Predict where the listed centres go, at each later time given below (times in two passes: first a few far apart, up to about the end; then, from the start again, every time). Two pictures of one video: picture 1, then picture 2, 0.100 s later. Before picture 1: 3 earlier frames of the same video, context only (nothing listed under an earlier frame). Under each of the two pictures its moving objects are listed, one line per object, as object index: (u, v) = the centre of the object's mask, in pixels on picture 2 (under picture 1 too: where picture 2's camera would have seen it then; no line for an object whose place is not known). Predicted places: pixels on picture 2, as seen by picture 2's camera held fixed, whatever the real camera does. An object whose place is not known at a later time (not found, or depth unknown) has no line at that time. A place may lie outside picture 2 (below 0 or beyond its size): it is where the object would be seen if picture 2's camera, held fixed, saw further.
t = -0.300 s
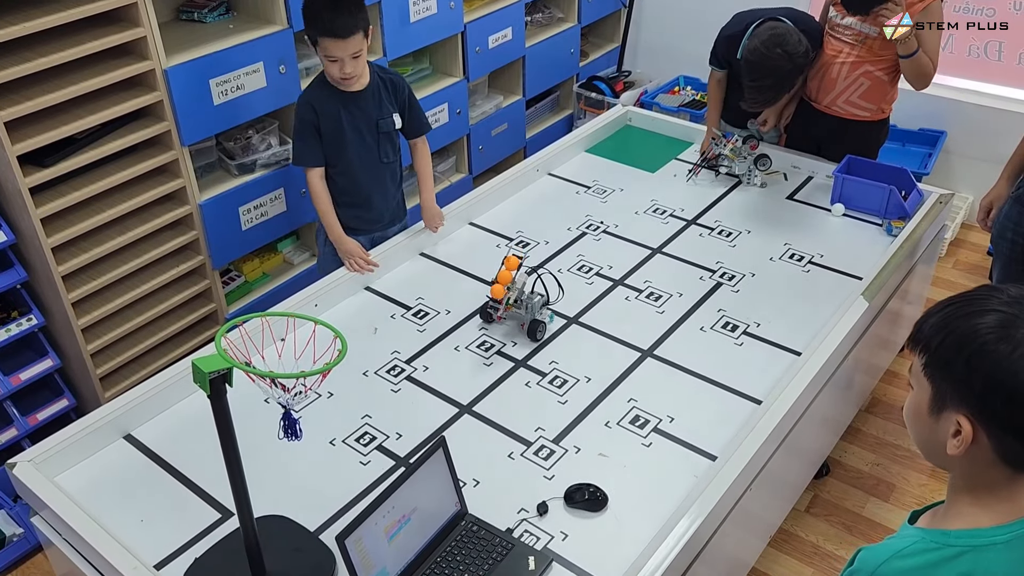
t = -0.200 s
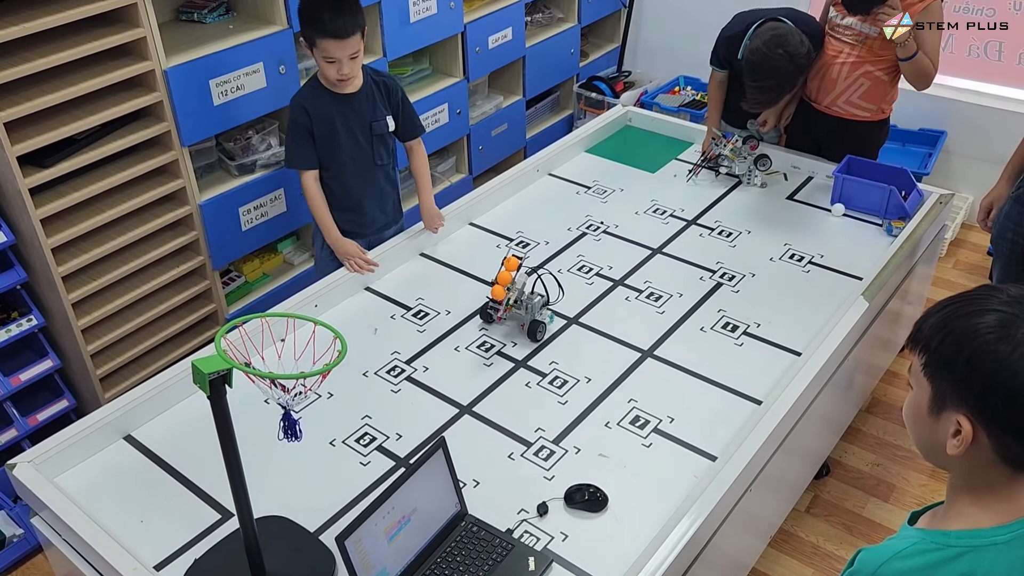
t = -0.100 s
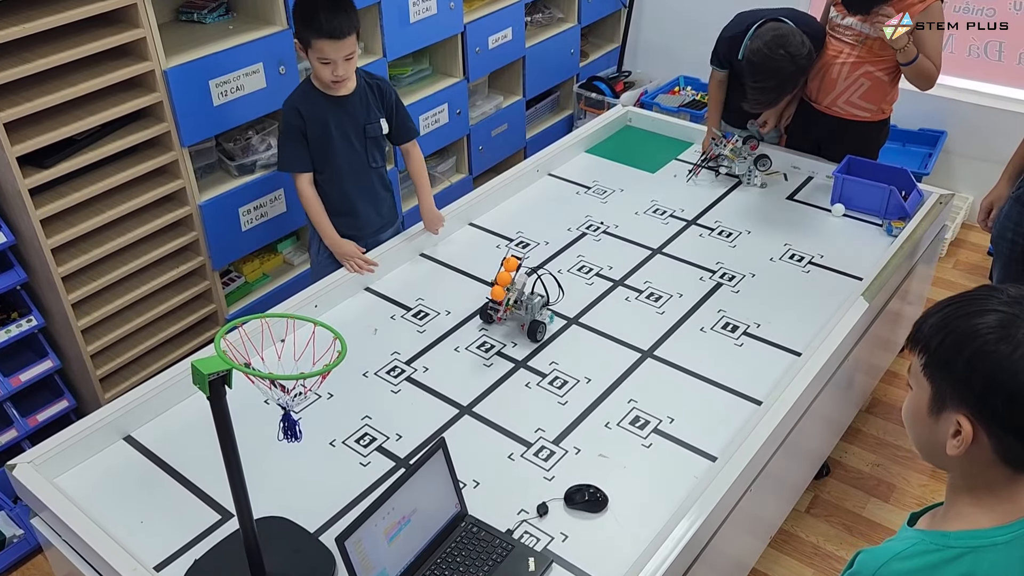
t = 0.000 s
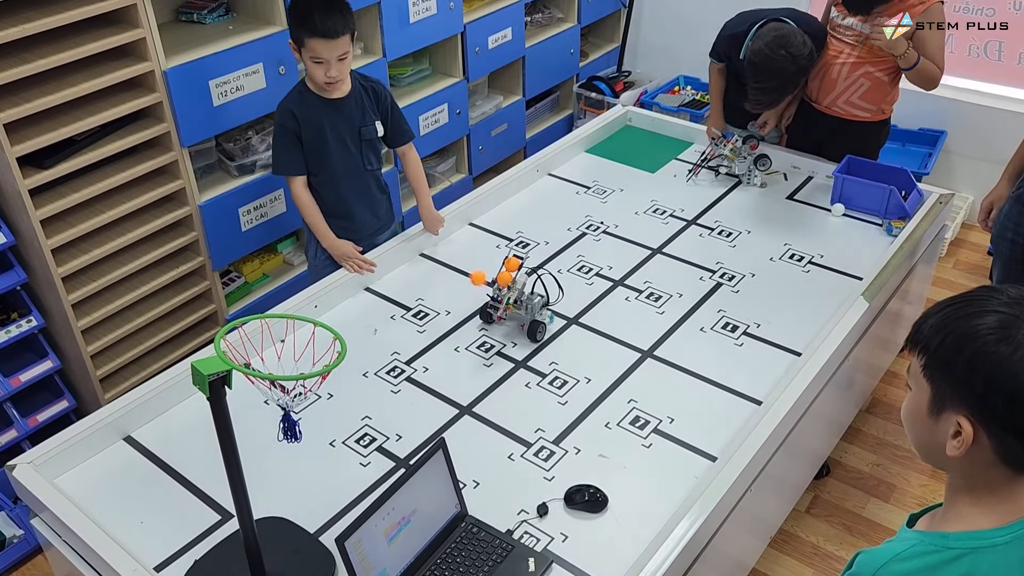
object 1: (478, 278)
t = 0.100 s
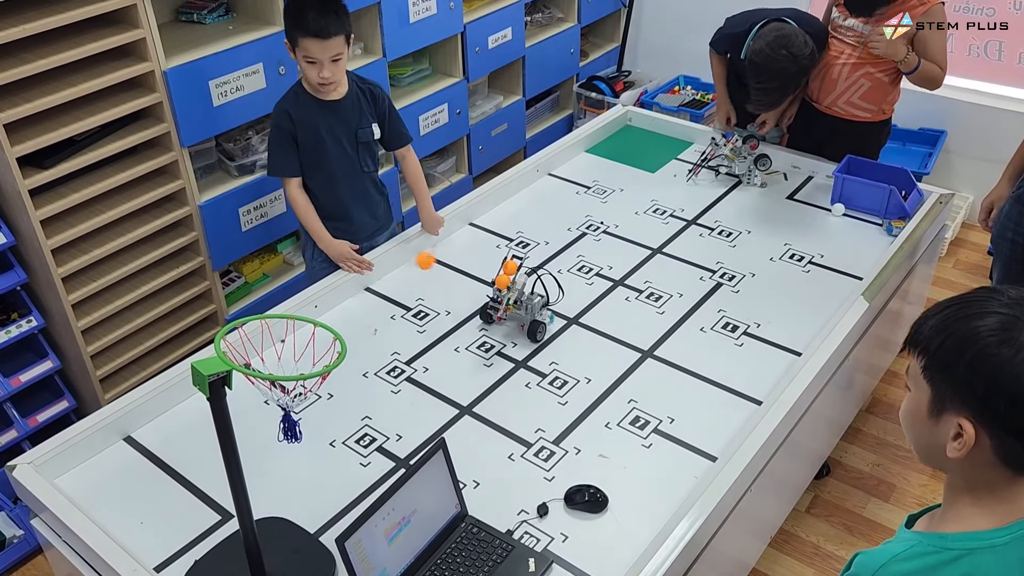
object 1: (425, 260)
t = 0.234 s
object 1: (343, 299)
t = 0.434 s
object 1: (315, 345)
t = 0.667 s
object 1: (310, 401)
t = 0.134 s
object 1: (406, 263)
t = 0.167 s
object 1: (386, 269)
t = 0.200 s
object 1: (365, 281)
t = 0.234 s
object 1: (343, 299)
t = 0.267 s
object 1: (327, 311)
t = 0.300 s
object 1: (323, 309)
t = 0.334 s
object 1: (320, 310)
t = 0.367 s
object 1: (317, 317)
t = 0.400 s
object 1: (316, 329)
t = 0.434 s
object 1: (315, 345)
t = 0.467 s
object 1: (314, 365)
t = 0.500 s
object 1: (316, 392)
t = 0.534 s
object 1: (318, 397)
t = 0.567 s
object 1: (319, 397)
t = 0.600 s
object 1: (318, 400)
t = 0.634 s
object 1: (315, 401)
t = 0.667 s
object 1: (310, 401)
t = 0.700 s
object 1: (304, 401)
